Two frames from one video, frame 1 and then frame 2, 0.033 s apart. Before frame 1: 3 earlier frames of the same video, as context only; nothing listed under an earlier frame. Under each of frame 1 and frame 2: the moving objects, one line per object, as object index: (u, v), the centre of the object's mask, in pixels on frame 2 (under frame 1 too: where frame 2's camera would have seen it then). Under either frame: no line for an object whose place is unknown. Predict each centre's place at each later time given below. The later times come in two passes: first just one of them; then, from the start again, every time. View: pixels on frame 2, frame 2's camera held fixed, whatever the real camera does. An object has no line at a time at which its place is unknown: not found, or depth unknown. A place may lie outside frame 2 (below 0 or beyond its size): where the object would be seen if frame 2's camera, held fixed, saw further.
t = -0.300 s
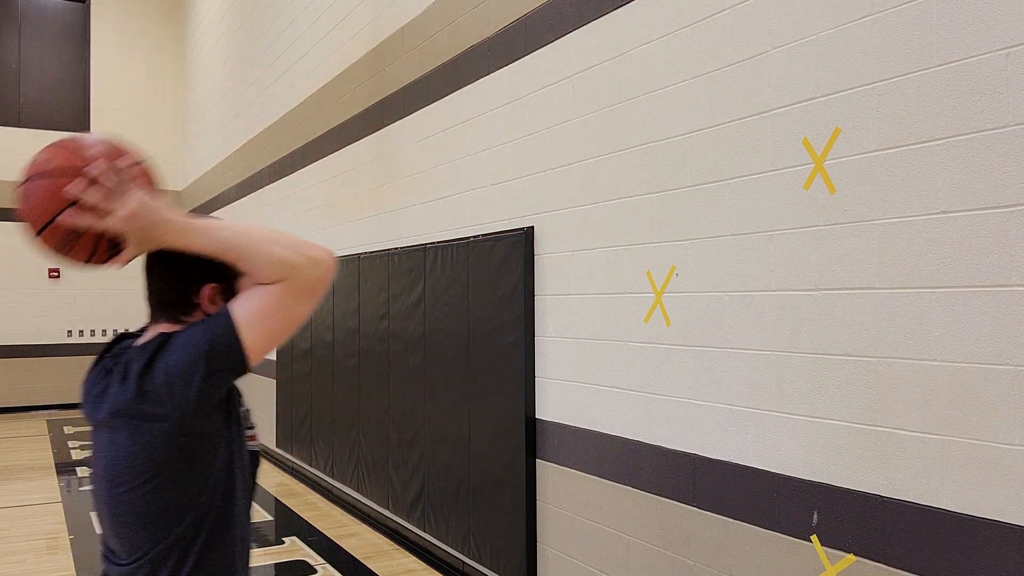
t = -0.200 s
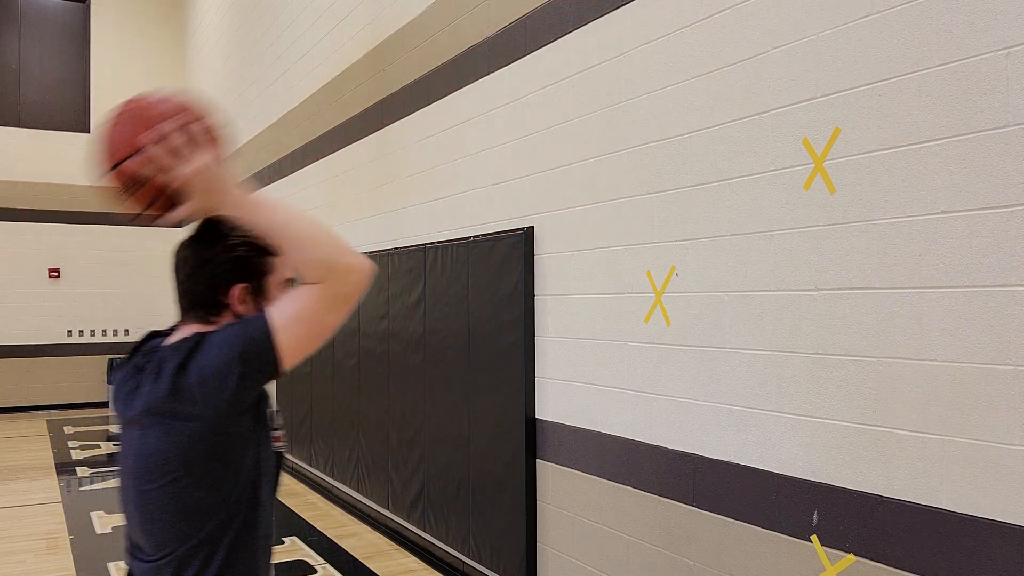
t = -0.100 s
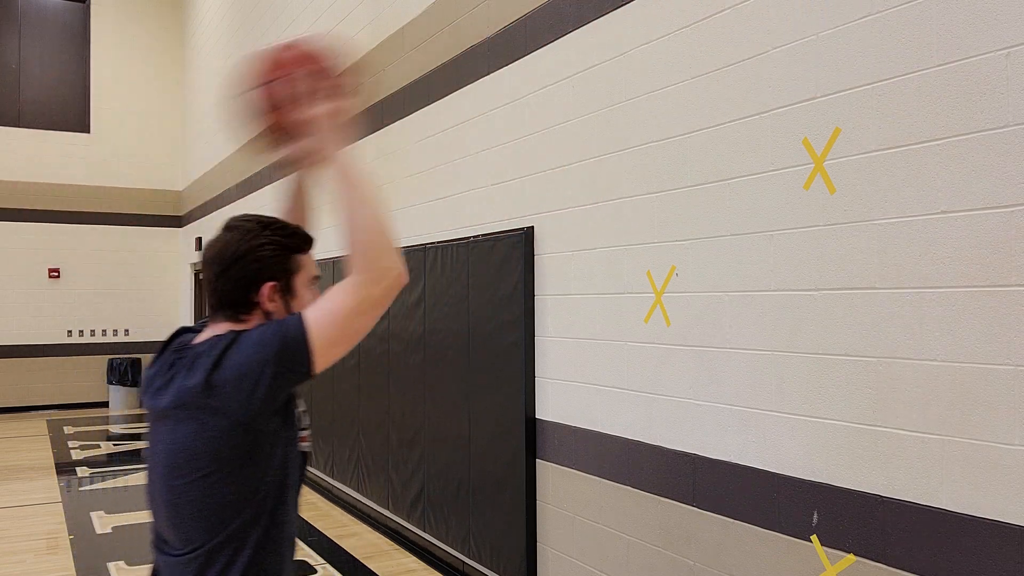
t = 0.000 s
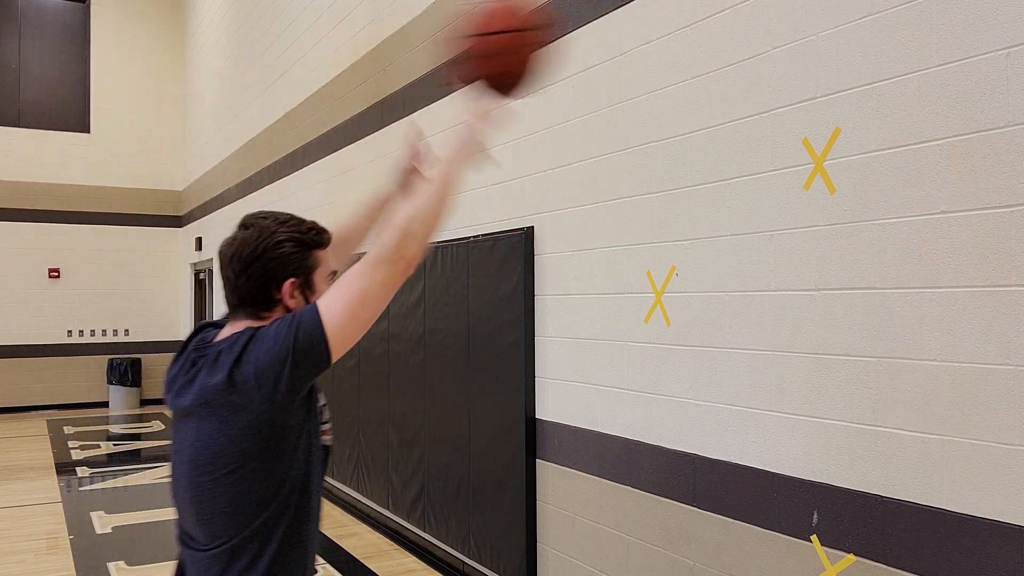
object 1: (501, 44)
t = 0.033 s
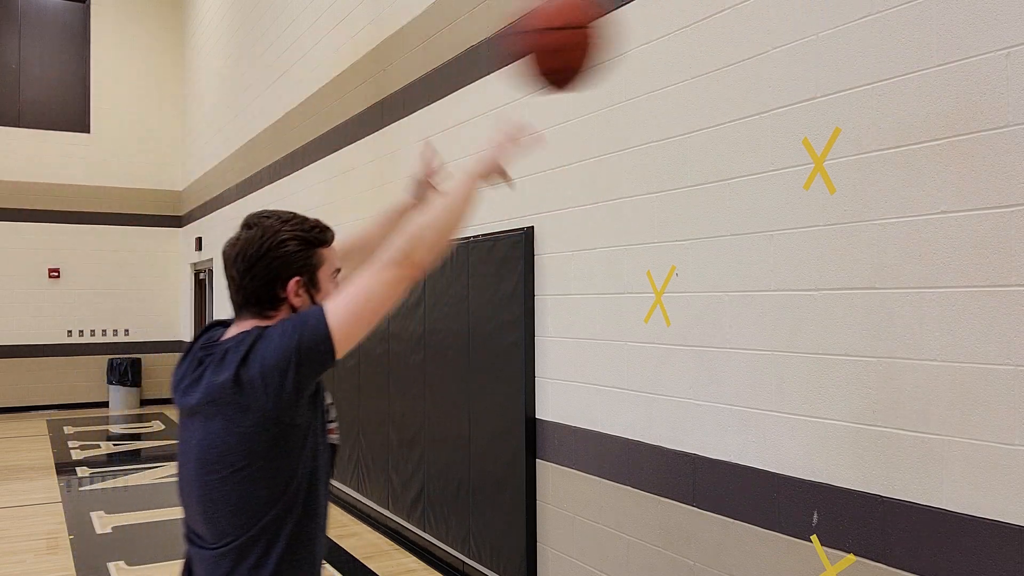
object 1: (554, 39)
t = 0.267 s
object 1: (841, 100)
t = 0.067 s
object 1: (614, 39)
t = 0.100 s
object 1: (664, 43)
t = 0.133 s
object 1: (711, 48)
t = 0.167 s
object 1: (754, 57)
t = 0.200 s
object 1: (796, 71)
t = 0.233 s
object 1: (833, 87)
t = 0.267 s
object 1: (841, 100)
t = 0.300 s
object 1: (811, 106)
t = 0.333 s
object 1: (779, 116)
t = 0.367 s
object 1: (745, 131)
